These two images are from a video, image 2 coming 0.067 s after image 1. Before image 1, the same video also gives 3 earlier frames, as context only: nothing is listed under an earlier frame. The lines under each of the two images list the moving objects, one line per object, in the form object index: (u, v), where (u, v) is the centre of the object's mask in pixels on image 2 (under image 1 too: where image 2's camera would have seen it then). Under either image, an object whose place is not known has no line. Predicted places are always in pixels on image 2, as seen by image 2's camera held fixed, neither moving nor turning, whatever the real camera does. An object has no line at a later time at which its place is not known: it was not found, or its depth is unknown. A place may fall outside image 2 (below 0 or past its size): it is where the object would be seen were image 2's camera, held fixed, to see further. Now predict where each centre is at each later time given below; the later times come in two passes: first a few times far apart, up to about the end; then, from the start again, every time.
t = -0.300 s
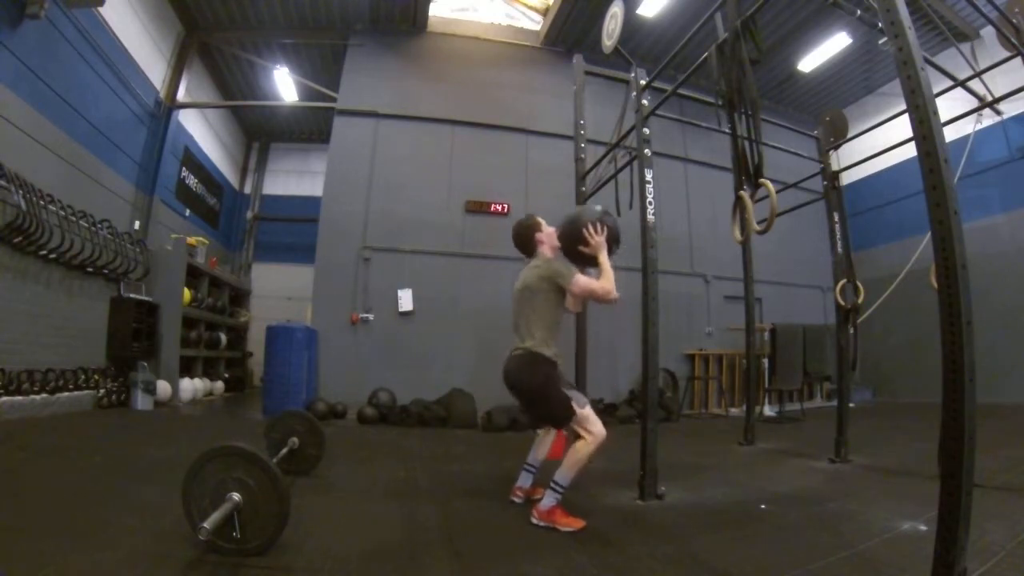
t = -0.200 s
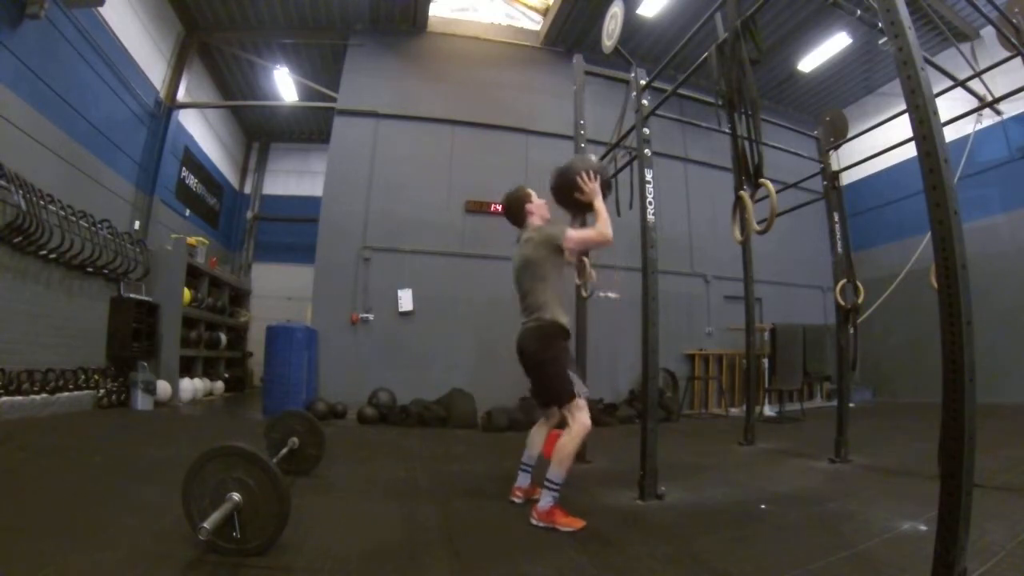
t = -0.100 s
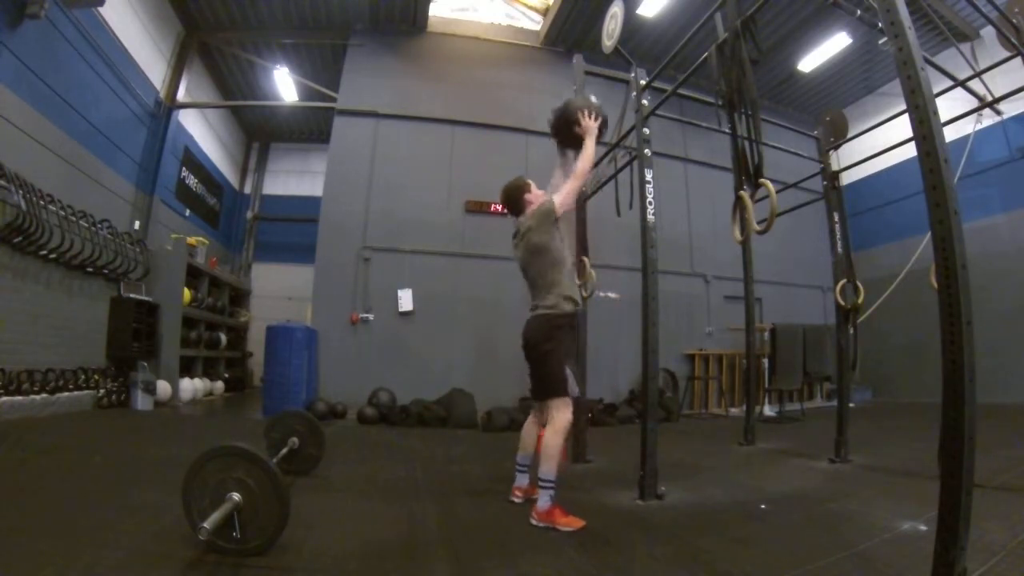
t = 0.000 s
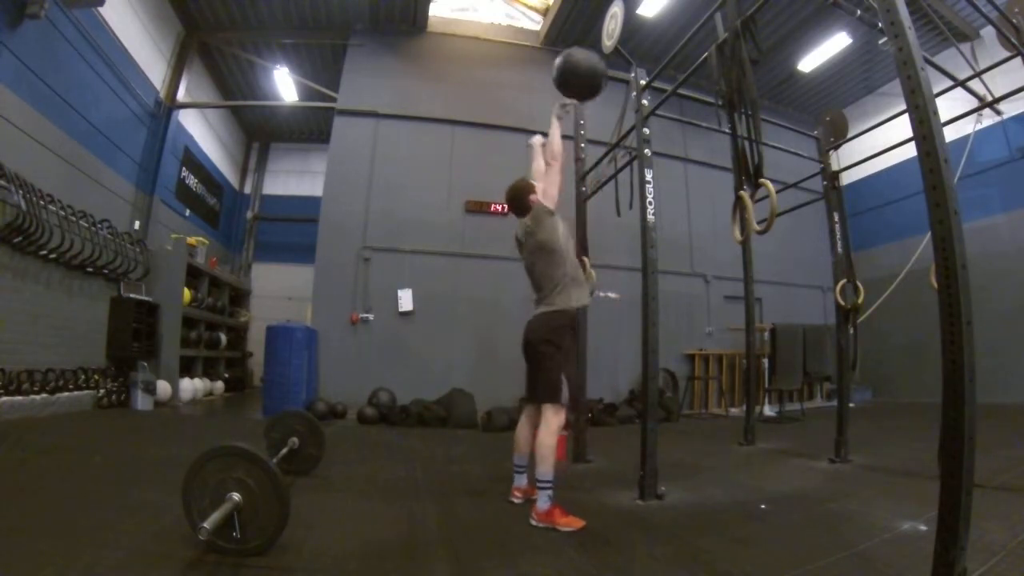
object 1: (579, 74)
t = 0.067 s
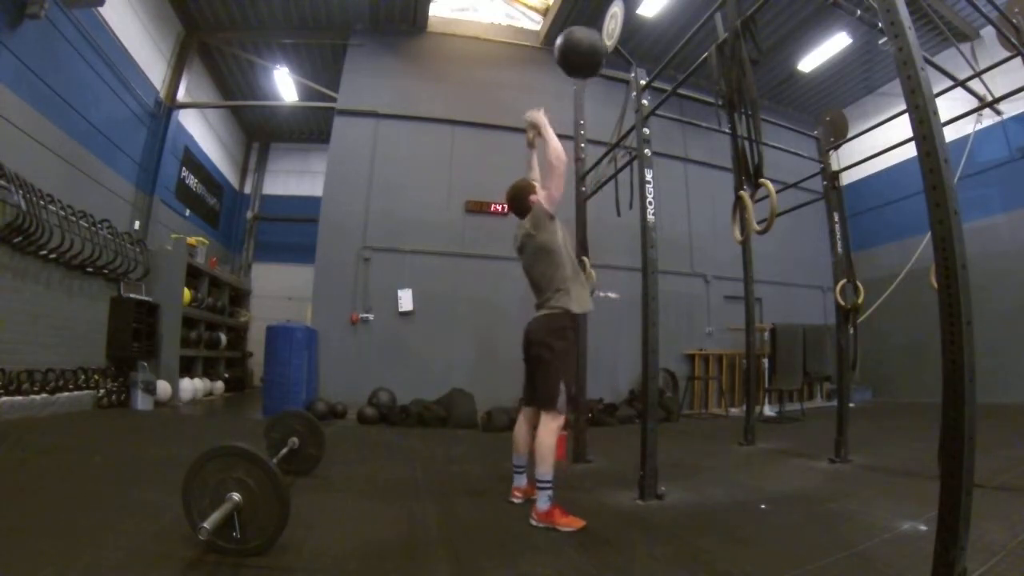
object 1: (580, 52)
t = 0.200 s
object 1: (583, 25)
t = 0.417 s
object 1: (589, 24)
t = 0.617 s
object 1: (581, 56)
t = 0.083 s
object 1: (580, 47)
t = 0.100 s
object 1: (581, 43)
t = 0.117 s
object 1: (581, 39)
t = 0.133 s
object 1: (582, 35)
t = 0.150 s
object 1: (582, 33)
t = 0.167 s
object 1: (583, 29)
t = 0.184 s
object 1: (583, 27)
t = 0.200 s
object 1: (583, 25)
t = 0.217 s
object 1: (584, 23)
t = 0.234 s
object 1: (584, 23)
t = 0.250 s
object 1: (585, 22)
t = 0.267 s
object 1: (585, 21)
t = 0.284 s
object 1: (586, 21)
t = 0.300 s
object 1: (586, 20)
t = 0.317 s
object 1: (587, 20)
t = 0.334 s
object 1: (587, 21)
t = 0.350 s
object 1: (588, 21)
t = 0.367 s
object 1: (589, 21)
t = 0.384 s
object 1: (589, 22)
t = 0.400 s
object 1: (589, 23)
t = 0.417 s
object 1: (589, 24)
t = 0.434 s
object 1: (589, 25)
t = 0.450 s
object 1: (588, 26)
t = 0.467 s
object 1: (588, 27)
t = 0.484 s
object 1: (587, 29)
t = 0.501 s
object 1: (586, 31)
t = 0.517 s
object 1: (585, 33)
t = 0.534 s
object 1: (585, 36)
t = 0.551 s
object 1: (584, 39)
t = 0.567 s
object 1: (583, 43)
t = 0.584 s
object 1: (582, 47)
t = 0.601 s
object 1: (581, 51)
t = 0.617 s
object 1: (581, 56)
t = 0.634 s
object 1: (580, 61)
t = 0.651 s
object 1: (580, 66)
